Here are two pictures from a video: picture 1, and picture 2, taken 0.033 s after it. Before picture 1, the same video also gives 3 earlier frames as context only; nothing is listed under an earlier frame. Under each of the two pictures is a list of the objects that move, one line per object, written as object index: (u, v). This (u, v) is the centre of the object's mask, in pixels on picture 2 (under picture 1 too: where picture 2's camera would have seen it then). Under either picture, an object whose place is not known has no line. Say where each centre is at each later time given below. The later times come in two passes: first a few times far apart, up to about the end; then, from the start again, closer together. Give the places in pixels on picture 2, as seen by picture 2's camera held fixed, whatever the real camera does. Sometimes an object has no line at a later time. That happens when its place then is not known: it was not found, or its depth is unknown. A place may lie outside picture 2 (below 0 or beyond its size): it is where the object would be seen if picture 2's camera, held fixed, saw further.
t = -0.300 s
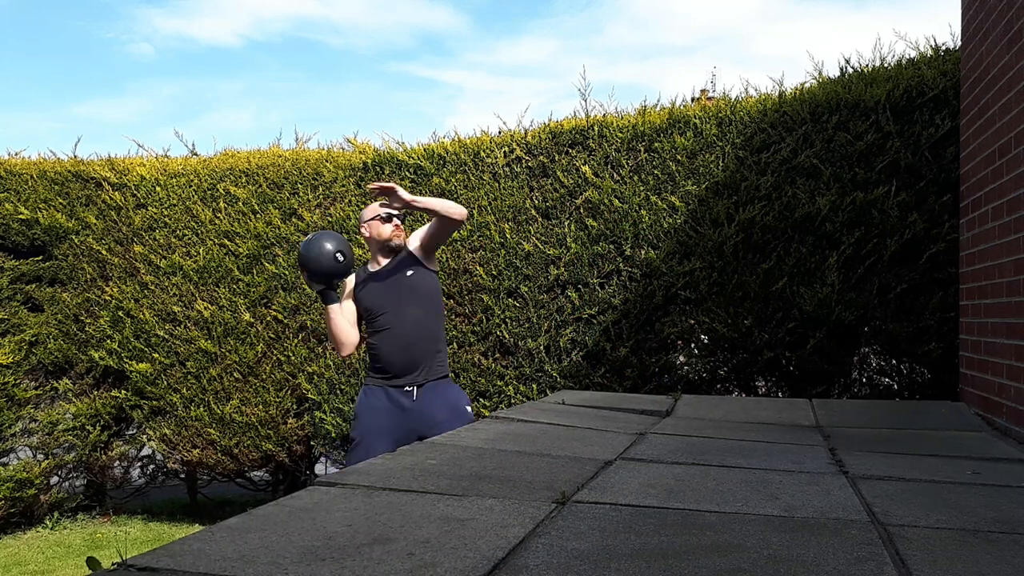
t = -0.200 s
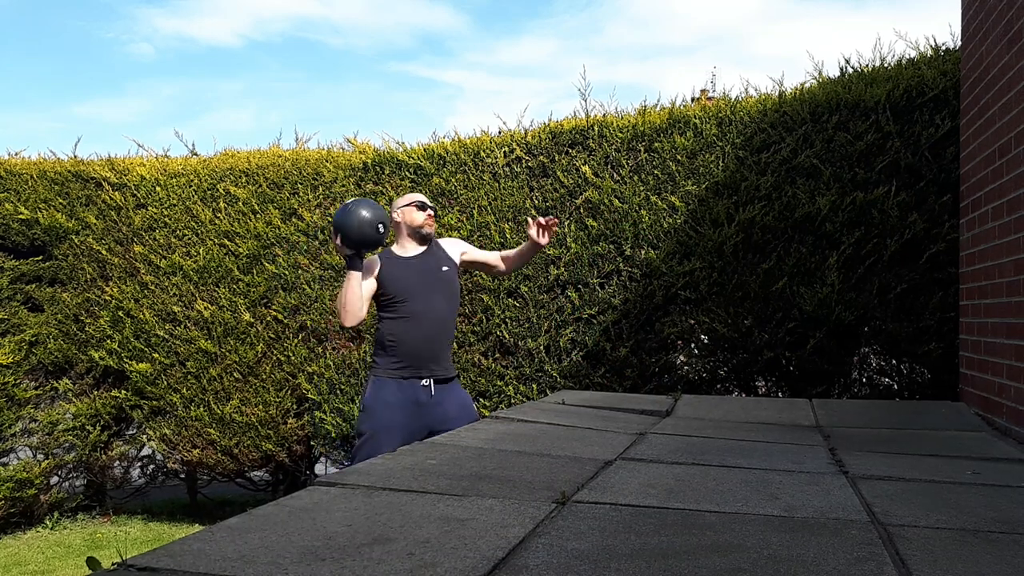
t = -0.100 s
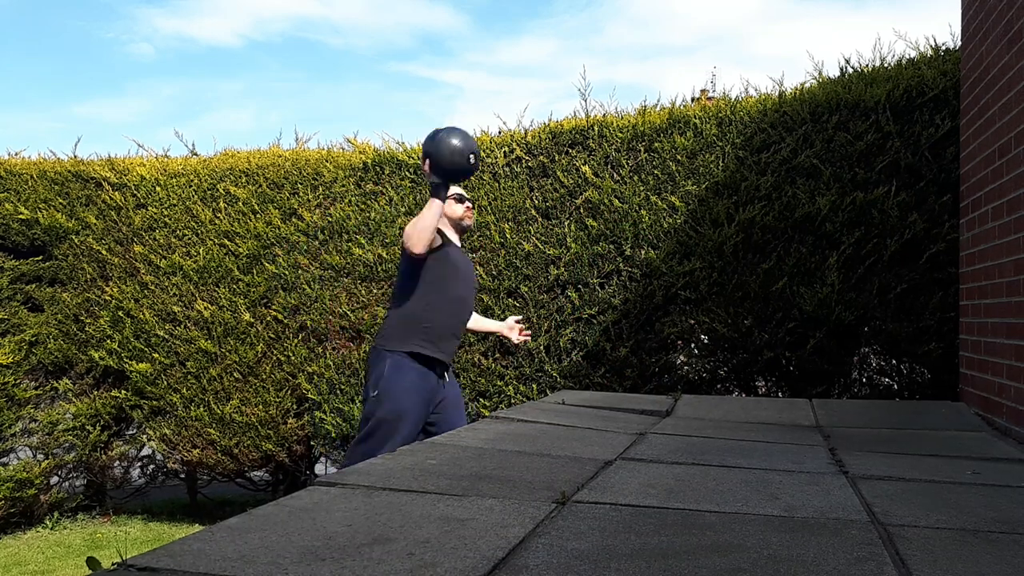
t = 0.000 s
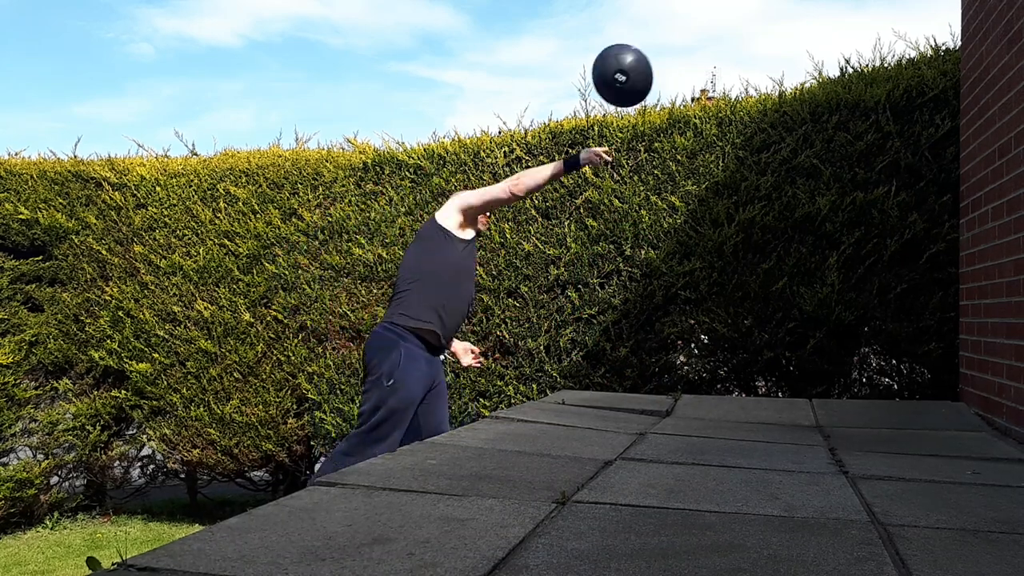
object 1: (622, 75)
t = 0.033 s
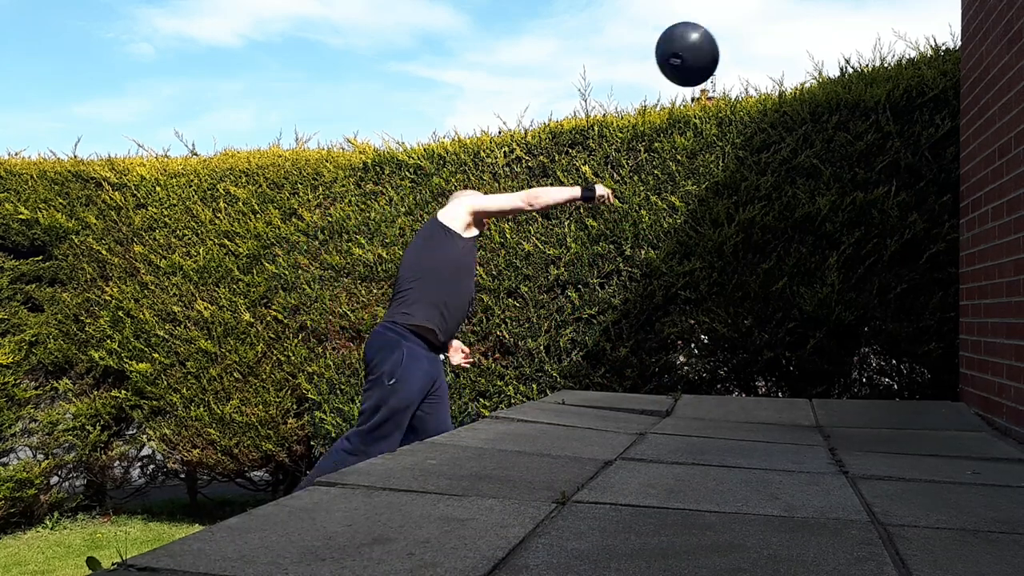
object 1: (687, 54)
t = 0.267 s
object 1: (973, 14)
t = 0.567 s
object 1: (875, 175)
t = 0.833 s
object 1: (798, 398)
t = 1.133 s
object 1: (778, 398)
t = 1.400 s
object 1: (780, 399)
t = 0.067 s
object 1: (754, 36)
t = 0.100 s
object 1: (825, 24)
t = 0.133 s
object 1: (899, 18)
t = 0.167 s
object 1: (977, 12)
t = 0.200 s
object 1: (995, 12)
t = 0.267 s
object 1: (973, 14)
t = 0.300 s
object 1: (962, 18)
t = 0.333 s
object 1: (951, 23)
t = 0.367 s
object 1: (941, 32)
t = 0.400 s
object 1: (930, 49)
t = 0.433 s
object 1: (919, 68)
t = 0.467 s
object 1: (907, 91)
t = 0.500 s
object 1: (897, 117)
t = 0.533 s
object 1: (885, 144)
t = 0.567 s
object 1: (875, 175)
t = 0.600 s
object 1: (861, 209)
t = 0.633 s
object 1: (852, 244)
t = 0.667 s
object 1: (841, 283)
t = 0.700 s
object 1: (827, 321)
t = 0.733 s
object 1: (819, 369)
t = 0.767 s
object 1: (809, 407)
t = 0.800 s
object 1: (803, 402)
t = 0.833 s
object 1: (798, 398)
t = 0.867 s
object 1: (795, 394)
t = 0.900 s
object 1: (788, 396)
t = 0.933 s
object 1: (784, 397)
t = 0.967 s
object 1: (782, 399)
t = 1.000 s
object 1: (781, 398)
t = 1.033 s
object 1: (778, 398)
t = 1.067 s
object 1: (779, 398)
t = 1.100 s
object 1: (777, 399)
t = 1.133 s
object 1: (778, 398)
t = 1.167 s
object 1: (777, 399)
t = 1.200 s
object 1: (777, 399)
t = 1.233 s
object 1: (777, 399)
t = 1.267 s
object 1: (778, 399)
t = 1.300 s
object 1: (779, 399)
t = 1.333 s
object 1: (780, 399)
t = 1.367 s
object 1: (780, 399)
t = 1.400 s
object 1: (780, 399)
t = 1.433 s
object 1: (781, 399)
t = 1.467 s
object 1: (781, 399)
